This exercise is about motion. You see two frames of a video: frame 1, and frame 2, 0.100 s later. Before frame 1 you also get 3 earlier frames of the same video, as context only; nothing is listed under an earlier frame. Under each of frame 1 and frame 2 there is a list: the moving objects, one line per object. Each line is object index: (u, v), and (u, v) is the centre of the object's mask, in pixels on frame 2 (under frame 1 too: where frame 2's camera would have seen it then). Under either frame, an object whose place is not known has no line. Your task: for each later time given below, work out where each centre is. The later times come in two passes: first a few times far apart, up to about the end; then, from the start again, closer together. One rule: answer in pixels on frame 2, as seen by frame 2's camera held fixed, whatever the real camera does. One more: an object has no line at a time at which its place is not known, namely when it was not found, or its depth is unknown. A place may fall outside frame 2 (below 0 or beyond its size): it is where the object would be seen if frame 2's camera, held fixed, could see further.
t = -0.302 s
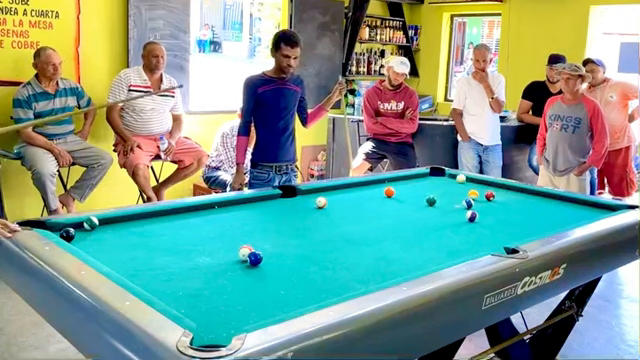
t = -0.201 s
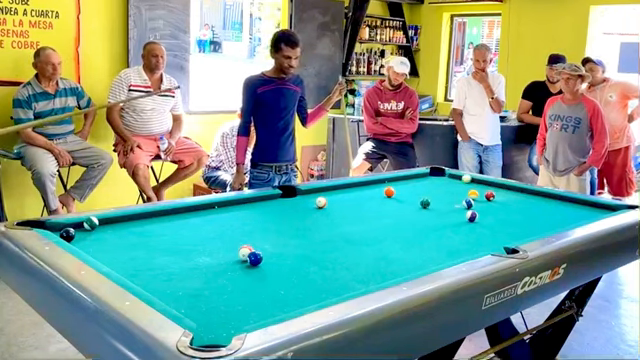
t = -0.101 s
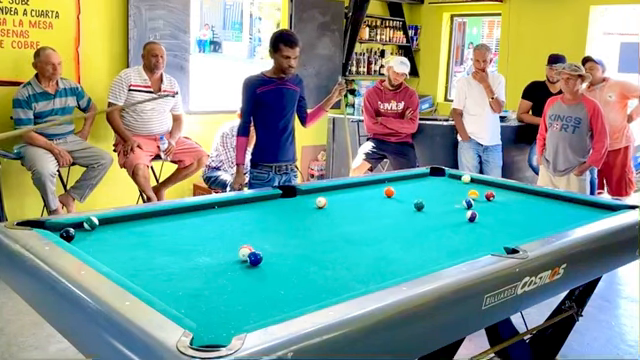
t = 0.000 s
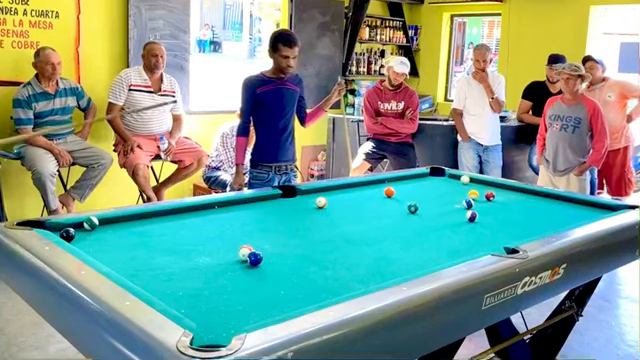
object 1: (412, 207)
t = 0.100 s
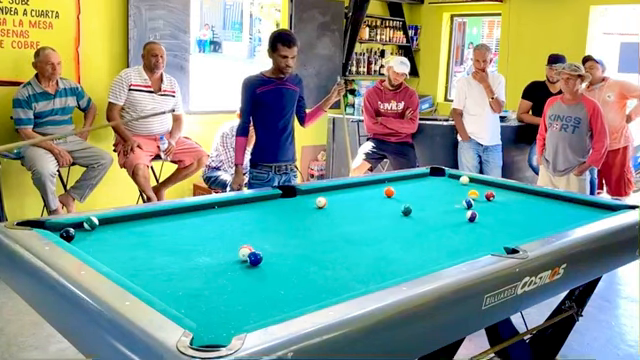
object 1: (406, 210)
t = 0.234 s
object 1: (397, 213)
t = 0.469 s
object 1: (381, 220)
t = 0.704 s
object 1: (365, 226)
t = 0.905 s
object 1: (350, 232)
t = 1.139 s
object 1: (331, 239)
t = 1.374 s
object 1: (312, 247)
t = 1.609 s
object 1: (292, 255)
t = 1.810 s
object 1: (274, 263)
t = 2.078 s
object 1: (259, 269)
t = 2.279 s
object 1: (239, 277)
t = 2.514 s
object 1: (214, 286)
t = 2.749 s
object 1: (190, 295)
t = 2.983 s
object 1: (174, 302)
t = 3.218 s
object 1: (191, 300)
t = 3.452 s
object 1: (206, 298)
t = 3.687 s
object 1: (219, 295)
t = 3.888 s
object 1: (227, 294)
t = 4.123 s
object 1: (236, 293)
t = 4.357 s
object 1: (241, 292)
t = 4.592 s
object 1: (245, 292)
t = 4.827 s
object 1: (245, 292)
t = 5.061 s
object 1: (245, 291)
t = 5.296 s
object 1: (244, 291)
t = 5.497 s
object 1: (243, 292)
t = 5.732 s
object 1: (243, 292)
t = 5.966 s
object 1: (243, 292)
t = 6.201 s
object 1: (243, 291)
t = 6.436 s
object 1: (243, 291)
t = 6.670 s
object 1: (244, 291)
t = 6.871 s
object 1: (243, 291)
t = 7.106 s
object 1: (243, 292)
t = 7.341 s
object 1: (243, 291)
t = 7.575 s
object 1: (244, 292)
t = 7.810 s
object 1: (244, 292)
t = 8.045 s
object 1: (244, 292)
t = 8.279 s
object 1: (244, 292)
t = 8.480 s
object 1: (244, 292)
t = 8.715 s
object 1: (244, 292)
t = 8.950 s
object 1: (244, 292)
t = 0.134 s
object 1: (404, 211)
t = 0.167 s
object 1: (402, 212)
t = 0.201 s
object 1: (399, 212)
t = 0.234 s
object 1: (397, 213)
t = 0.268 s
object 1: (395, 214)
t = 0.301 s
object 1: (393, 215)
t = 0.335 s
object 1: (391, 216)
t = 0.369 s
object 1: (388, 217)
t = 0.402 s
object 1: (386, 218)
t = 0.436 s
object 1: (384, 219)
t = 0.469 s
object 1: (381, 220)
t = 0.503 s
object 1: (379, 220)
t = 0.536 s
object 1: (376, 221)
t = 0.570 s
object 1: (374, 222)
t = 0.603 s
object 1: (372, 223)
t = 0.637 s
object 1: (369, 224)
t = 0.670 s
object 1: (367, 225)
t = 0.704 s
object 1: (365, 226)
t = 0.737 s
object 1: (362, 227)
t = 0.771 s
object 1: (360, 228)
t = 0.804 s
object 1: (357, 229)
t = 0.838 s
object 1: (355, 230)
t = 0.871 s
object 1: (352, 231)
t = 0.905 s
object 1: (350, 232)
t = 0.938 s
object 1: (347, 233)
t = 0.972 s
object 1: (344, 234)
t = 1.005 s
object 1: (342, 235)
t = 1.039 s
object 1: (339, 236)
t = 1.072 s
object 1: (337, 237)
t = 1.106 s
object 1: (334, 238)
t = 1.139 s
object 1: (331, 239)
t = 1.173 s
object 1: (328, 241)
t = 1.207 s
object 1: (326, 242)
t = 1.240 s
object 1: (323, 243)
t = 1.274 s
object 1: (320, 244)
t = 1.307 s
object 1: (318, 245)
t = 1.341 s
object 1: (315, 247)
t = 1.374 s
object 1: (312, 247)
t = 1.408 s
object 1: (309, 249)
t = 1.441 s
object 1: (306, 249)
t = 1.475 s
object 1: (303, 251)
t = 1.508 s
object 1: (301, 252)
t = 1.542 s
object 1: (298, 253)
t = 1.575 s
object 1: (295, 254)
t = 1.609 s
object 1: (292, 255)
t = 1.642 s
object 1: (289, 256)
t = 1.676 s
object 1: (286, 258)
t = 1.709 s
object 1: (283, 259)
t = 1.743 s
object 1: (280, 260)
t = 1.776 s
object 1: (277, 261)
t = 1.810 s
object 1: (274, 263)
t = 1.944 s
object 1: (271, 264)
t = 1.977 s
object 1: (268, 265)
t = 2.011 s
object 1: (265, 266)
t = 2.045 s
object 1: (262, 267)
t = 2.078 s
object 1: (259, 269)
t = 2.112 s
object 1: (255, 270)
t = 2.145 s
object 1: (251, 271)
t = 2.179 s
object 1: (248, 272)
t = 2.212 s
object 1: (245, 274)
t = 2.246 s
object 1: (242, 275)
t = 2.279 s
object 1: (239, 277)
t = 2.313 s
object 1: (236, 278)
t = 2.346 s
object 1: (232, 279)
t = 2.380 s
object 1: (228, 280)
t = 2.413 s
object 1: (225, 282)
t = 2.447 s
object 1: (221, 283)
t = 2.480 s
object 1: (218, 285)
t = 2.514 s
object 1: (214, 286)
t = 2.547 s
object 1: (211, 288)
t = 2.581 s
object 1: (207, 289)
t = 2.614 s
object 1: (204, 290)
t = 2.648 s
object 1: (200, 292)
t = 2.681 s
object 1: (197, 293)
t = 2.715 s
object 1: (193, 294)
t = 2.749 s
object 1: (190, 295)
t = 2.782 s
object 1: (186, 297)
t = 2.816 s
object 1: (183, 298)
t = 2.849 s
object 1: (179, 300)
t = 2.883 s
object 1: (176, 301)
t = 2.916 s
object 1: (172, 301)
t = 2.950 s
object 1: (172, 301)
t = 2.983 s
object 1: (174, 302)
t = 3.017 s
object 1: (177, 302)
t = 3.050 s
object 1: (179, 302)
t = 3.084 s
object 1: (182, 302)
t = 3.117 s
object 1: (184, 301)
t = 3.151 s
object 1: (187, 301)
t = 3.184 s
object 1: (189, 300)
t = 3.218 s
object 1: (191, 300)
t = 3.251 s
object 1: (194, 299)
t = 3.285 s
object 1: (196, 299)
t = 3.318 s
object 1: (198, 298)
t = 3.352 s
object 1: (200, 298)
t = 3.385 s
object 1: (203, 298)
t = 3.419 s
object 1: (204, 298)
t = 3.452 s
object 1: (206, 298)
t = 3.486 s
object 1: (208, 297)
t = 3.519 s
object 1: (210, 297)
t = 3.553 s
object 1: (212, 297)
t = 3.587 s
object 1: (214, 296)
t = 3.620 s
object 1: (215, 296)
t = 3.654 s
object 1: (217, 296)
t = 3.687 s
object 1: (219, 295)
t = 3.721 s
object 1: (220, 295)
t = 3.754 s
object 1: (222, 295)
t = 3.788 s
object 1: (223, 295)
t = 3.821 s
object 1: (225, 295)
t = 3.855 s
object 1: (226, 295)
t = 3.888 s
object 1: (227, 294)
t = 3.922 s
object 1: (229, 294)
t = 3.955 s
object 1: (230, 294)
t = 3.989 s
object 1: (231, 294)
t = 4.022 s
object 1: (232, 294)
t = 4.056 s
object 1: (233, 293)
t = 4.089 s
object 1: (234, 293)
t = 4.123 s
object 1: (236, 293)
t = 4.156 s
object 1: (237, 293)
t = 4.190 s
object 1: (237, 293)
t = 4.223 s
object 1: (238, 293)
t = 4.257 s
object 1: (239, 293)
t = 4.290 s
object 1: (240, 292)
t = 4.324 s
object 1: (241, 292)
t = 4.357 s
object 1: (241, 292)
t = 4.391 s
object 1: (242, 292)
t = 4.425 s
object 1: (243, 292)
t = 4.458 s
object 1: (243, 292)
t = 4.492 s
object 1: (244, 292)
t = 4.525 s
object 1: (244, 292)
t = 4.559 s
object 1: (245, 292)
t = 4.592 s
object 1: (245, 292)
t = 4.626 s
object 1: (245, 292)
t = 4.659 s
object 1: (245, 292)
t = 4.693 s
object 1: (245, 292)
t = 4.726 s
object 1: (245, 292)
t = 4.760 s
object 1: (245, 292)
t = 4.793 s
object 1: (245, 292)
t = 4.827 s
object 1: (245, 292)
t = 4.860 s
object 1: (245, 292)
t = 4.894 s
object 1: (245, 292)
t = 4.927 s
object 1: (245, 292)
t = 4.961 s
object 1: (245, 291)
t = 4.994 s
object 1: (245, 291)
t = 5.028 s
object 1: (245, 291)
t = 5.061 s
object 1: (245, 291)
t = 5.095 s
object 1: (245, 291)
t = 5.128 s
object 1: (244, 291)
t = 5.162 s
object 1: (244, 291)
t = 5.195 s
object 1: (244, 292)
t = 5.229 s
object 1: (244, 291)
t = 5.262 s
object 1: (244, 291)
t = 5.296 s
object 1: (244, 291)
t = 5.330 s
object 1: (243, 292)
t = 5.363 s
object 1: (244, 292)
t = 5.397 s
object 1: (243, 292)
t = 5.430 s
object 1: (243, 292)
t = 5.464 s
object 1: (243, 292)
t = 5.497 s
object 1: (243, 292)
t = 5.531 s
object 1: (243, 292)
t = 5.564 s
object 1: (243, 292)
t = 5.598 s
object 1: (243, 292)
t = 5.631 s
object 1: (244, 292)
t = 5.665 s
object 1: (244, 292)
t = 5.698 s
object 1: (244, 292)
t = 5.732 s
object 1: (243, 292)
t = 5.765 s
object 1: (243, 292)
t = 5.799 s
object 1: (243, 292)
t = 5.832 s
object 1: (243, 292)
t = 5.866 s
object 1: (243, 292)
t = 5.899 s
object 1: (243, 292)
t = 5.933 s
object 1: (243, 292)
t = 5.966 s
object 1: (243, 292)
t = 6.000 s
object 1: (243, 292)
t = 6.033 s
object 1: (243, 292)
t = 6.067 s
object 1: (243, 292)
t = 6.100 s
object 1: (243, 292)
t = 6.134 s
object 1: (243, 291)
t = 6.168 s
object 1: (243, 291)
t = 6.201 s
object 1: (243, 291)
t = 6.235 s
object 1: (243, 291)
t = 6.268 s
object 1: (243, 291)
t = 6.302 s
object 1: (243, 291)
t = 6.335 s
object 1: (243, 291)
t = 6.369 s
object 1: (243, 291)
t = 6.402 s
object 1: (243, 291)
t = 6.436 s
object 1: (243, 291)
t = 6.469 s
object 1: (244, 291)
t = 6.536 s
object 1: (243, 291)
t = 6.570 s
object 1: (243, 291)
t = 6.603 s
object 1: (243, 291)
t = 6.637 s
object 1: (244, 291)
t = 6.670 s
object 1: (244, 291)
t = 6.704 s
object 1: (243, 291)
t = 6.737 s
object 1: (243, 291)
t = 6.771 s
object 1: (243, 291)
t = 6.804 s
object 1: (243, 291)
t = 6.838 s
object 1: (243, 291)
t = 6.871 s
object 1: (243, 291)
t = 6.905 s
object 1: (243, 291)
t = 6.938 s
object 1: (243, 292)
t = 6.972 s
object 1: (243, 292)
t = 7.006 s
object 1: (243, 292)
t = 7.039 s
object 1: (243, 291)
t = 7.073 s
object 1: (243, 291)
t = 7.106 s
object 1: (243, 292)
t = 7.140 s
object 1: (243, 292)
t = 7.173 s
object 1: (243, 292)
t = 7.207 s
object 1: (243, 292)
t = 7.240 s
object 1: (243, 292)
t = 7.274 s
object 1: (244, 292)
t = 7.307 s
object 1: (243, 292)
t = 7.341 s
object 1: (243, 291)
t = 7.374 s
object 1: (244, 292)
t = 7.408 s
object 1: (244, 292)
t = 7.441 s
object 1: (244, 292)
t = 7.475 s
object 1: (244, 292)
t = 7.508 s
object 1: (244, 292)
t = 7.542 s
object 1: (244, 292)
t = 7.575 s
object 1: (244, 292)
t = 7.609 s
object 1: (244, 292)
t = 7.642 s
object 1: (244, 291)
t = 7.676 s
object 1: (244, 292)
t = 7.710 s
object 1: (244, 292)
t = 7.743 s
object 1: (244, 292)
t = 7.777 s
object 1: (244, 292)
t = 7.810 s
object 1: (244, 292)
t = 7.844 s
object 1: (244, 292)
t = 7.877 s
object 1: (244, 292)
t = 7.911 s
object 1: (244, 292)
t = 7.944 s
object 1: (244, 291)
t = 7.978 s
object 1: (244, 292)
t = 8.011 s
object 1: (244, 292)
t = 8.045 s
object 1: (244, 292)
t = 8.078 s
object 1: (244, 292)
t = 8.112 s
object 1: (244, 291)
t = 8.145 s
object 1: (244, 292)
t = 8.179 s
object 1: (244, 292)
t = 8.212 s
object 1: (244, 292)
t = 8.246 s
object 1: (244, 292)
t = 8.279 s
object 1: (244, 292)
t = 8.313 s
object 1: (244, 292)
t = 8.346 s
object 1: (244, 292)
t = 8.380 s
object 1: (244, 292)
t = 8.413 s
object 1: (244, 292)
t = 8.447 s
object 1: (244, 292)
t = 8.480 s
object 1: (244, 292)
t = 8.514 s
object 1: (243, 292)
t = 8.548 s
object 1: (244, 292)
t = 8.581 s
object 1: (243, 292)
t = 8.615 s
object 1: (244, 292)
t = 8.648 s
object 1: (244, 292)
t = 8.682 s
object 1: (244, 292)
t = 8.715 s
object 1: (244, 292)
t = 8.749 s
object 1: (244, 292)
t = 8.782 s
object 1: (243, 292)
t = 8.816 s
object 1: (243, 292)
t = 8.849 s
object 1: (244, 292)
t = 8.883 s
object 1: (243, 292)
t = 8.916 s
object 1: (243, 292)
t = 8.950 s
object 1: (244, 292)
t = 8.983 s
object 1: (244, 292)
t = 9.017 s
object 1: (243, 292)
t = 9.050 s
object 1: (243, 292)
